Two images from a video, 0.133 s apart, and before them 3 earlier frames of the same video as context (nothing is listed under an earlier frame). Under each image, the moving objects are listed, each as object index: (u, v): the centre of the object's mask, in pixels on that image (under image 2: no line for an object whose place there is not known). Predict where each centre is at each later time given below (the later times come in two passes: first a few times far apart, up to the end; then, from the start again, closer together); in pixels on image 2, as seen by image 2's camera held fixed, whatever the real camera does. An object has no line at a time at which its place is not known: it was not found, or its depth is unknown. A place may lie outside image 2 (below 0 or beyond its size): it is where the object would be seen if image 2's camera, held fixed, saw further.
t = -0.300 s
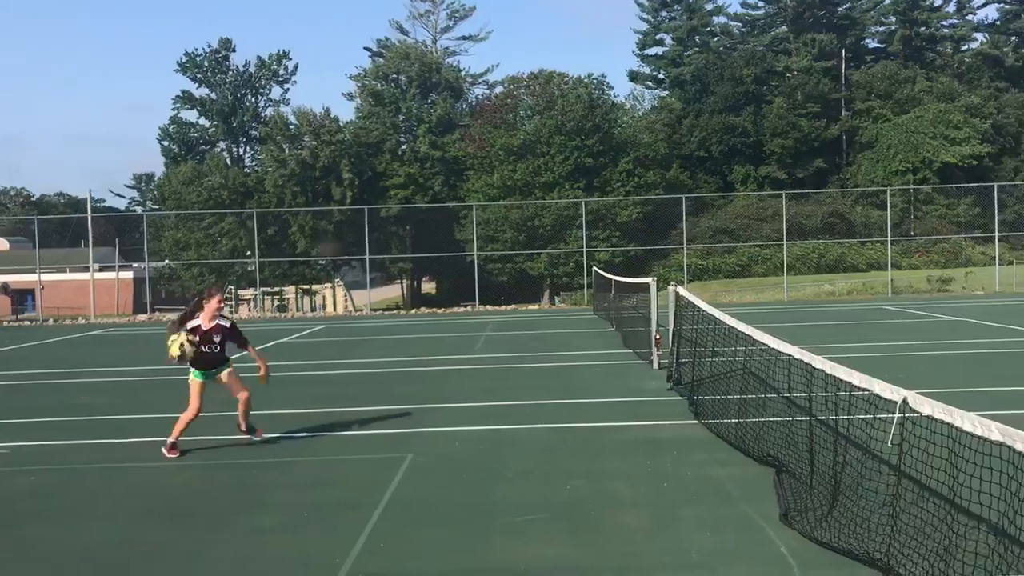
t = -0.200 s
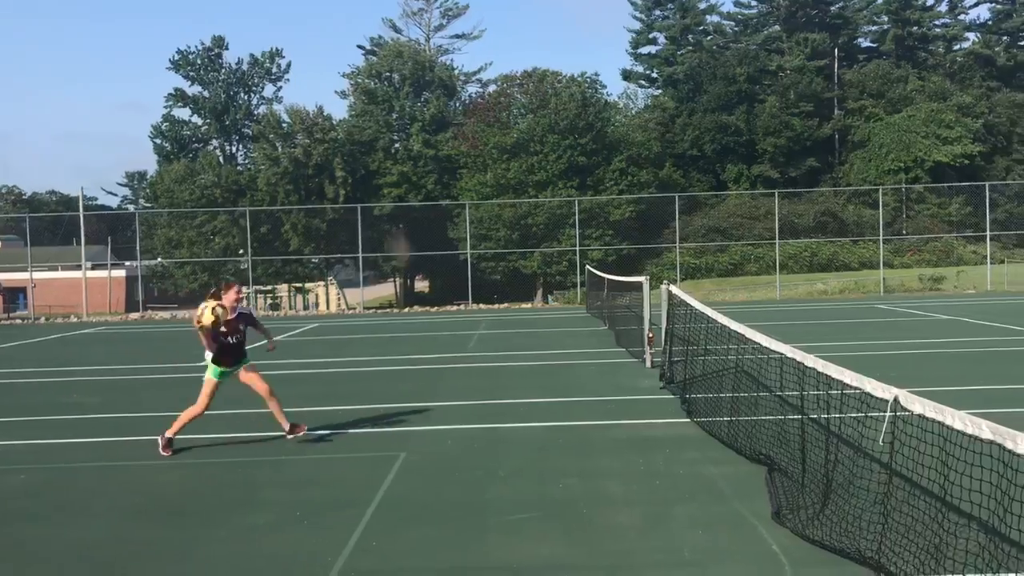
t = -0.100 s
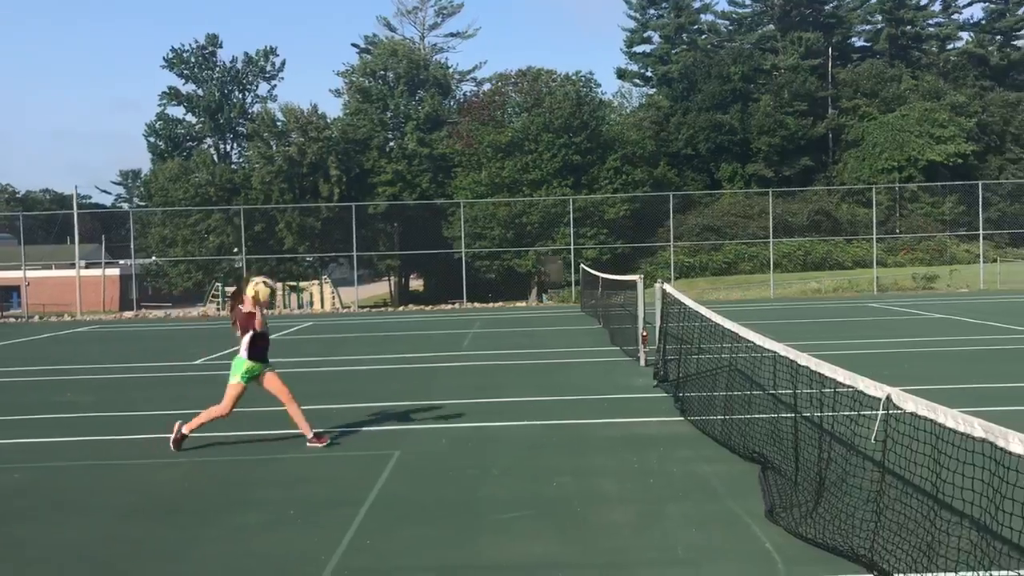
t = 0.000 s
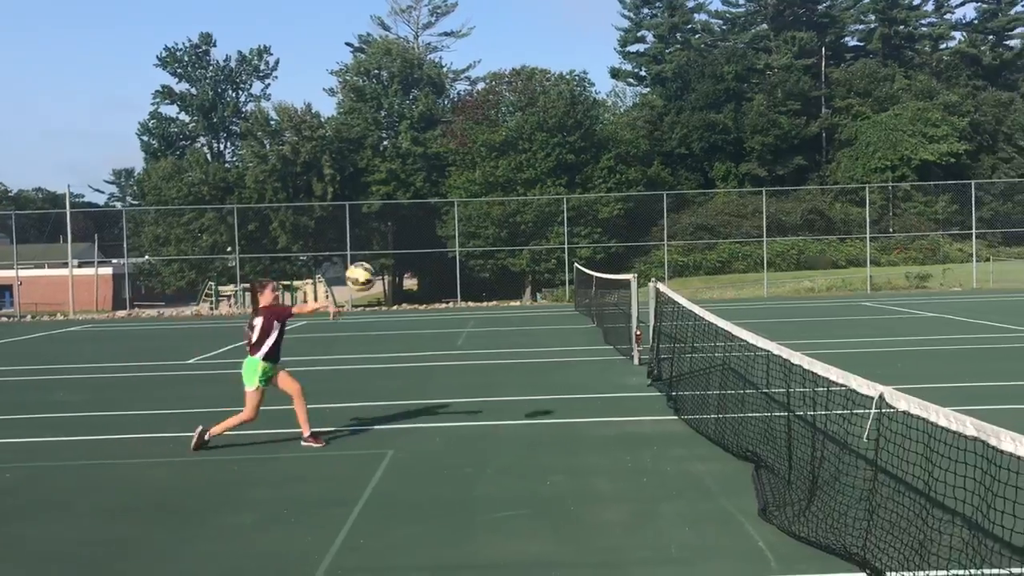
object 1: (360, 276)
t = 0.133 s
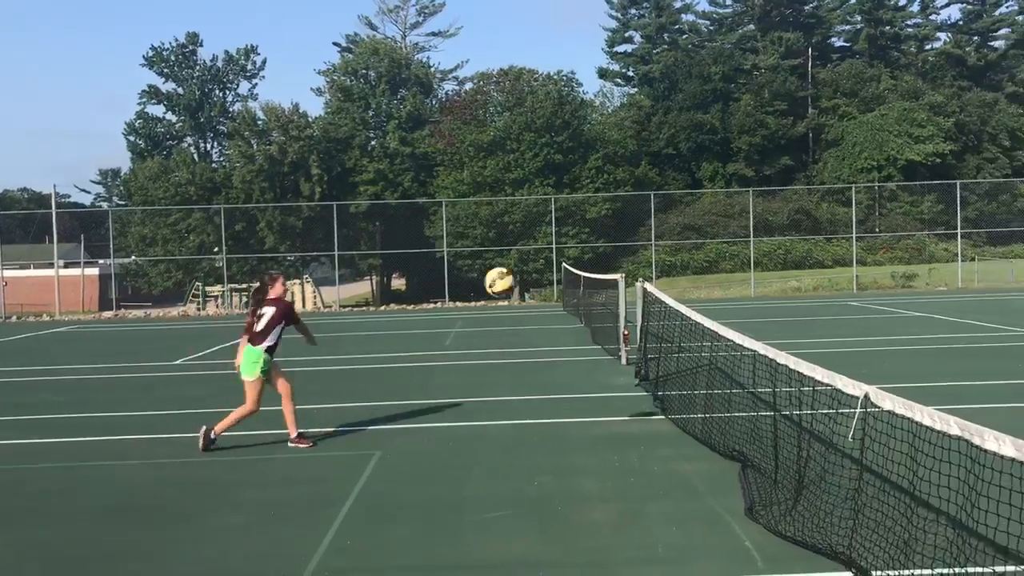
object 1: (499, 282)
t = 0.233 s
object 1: (615, 303)
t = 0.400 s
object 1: (739, 363)
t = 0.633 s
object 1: (737, 440)
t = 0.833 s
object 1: (693, 428)
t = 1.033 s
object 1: (651, 438)
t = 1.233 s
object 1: (608, 444)
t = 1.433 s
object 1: (565, 446)
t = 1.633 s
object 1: (524, 448)
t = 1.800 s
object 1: (490, 448)
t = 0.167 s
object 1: (535, 286)
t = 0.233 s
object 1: (615, 303)
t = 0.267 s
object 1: (657, 312)
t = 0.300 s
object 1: (697, 325)
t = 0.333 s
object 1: (726, 336)
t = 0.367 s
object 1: (733, 350)
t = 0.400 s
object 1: (739, 363)
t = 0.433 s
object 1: (744, 380)
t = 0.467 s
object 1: (747, 394)
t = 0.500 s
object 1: (749, 408)
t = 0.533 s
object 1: (749, 421)
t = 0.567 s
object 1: (747, 433)
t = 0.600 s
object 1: (745, 445)
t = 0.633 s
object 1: (737, 440)
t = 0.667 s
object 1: (730, 435)
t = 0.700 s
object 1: (722, 430)
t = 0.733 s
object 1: (716, 427)
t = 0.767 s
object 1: (708, 426)
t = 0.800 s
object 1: (701, 426)
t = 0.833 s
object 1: (693, 428)
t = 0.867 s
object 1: (685, 433)
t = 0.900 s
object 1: (679, 438)
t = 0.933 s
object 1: (673, 445)
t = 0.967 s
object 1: (666, 444)
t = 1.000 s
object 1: (658, 440)
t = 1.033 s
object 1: (651, 438)
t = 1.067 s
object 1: (643, 437)
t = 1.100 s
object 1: (636, 438)
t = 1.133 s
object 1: (630, 441)
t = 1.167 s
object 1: (623, 444)
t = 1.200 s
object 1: (616, 447)
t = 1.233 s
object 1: (608, 444)
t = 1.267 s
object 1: (601, 443)
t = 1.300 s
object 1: (593, 444)
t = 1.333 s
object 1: (587, 446)
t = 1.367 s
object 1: (579, 448)
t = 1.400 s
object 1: (573, 446)
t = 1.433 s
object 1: (565, 446)
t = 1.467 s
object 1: (558, 447)
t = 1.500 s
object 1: (551, 449)
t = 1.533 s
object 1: (544, 447)
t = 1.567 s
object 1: (537, 447)
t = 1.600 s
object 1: (530, 449)
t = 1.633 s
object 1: (524, 448)
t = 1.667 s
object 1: (517, 448)
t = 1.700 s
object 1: (510, 448)
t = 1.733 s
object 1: (504, 448)
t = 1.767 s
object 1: (496, 449)
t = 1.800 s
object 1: (490, 448)
